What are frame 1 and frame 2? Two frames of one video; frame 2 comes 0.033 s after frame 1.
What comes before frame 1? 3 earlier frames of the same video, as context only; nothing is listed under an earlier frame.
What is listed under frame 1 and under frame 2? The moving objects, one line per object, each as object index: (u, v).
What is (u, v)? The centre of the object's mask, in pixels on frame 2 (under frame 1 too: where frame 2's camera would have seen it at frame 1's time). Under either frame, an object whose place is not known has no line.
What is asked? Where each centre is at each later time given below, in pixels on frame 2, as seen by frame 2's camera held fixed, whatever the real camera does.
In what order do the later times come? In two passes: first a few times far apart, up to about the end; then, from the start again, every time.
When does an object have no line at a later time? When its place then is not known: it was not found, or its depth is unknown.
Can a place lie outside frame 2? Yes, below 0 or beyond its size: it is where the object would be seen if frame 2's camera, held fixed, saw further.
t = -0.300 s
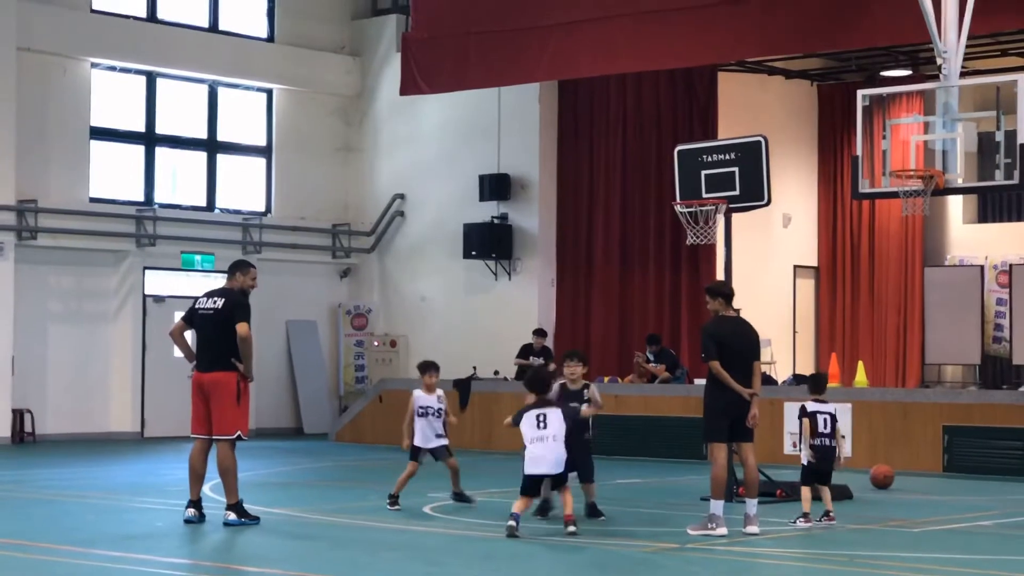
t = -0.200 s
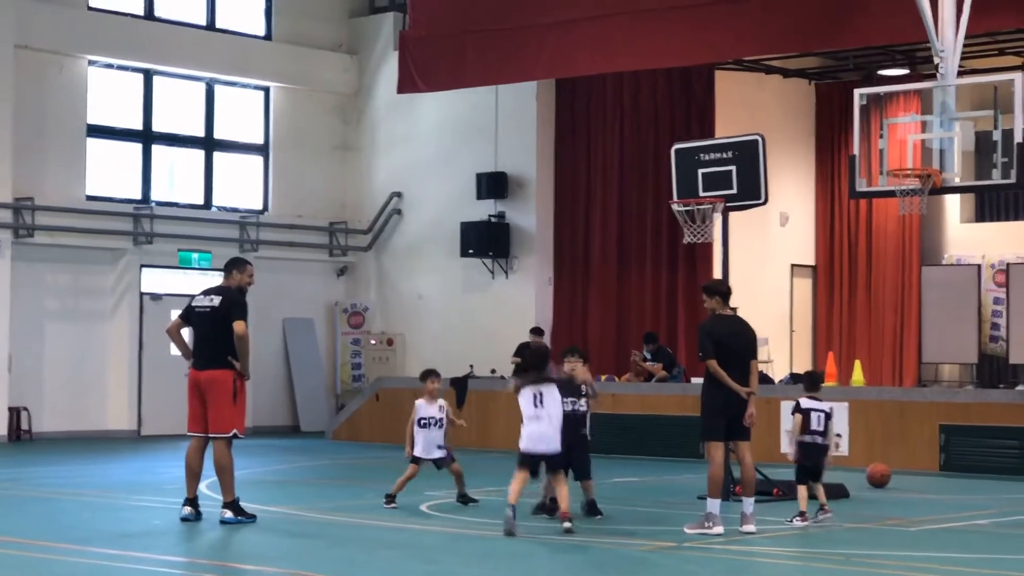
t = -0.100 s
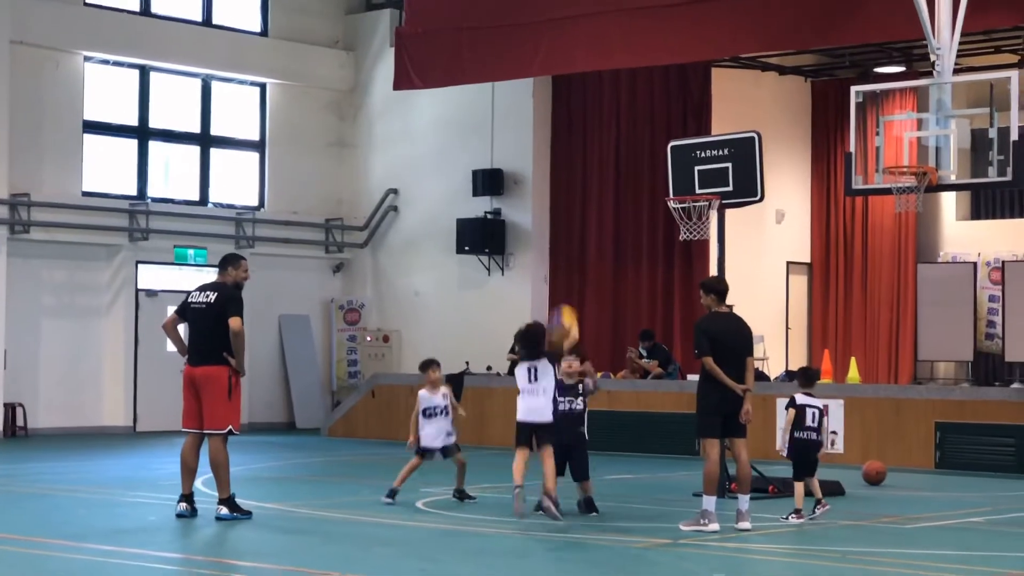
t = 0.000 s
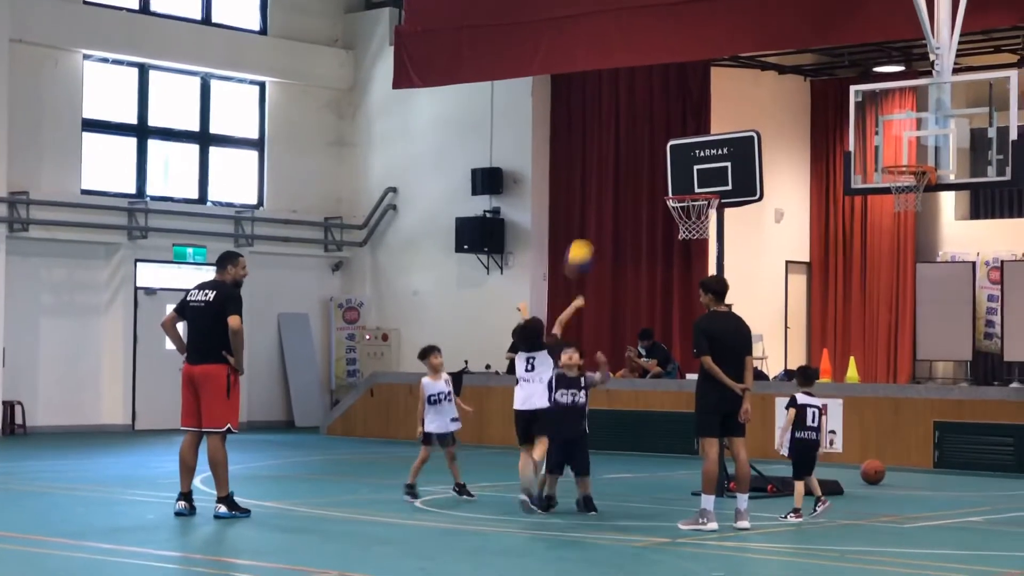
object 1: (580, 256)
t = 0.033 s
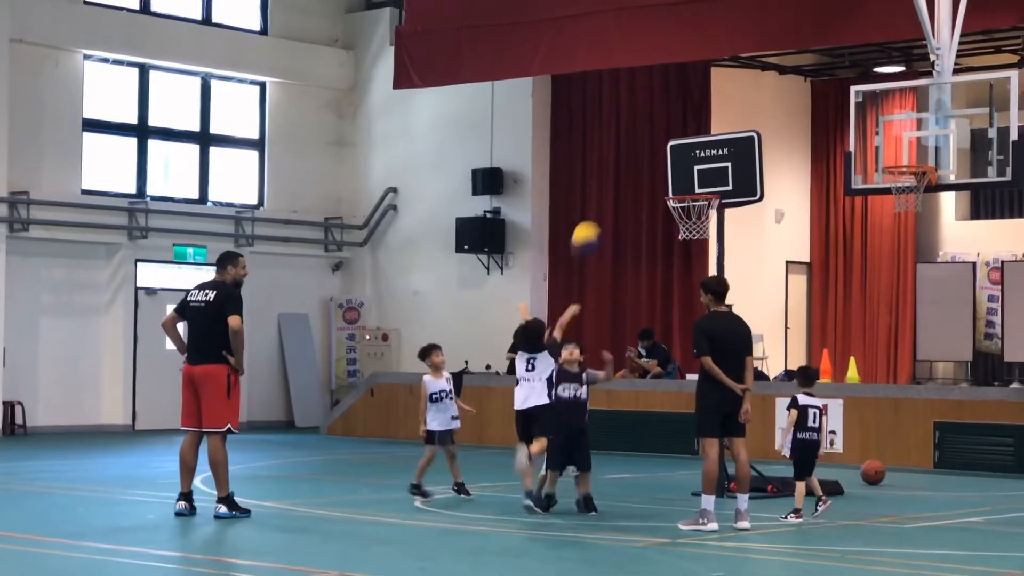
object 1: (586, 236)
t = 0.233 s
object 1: (621, 161)
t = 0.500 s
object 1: (662, 139)
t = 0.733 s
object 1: (694, 184)
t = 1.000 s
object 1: (711, 171)
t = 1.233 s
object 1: (724, 184)
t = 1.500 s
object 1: (733, 197)
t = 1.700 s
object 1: (741, 250)
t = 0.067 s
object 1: (592, 220)
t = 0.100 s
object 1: (599, 205)
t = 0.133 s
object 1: (604, 192)
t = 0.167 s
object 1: (609, 181)
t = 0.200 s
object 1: (615, 170)
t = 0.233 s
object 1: (621, 161)
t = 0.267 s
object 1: (626, 153)
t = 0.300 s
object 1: (632, 147)
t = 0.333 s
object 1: (637, 143)
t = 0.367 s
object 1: (642, 139)
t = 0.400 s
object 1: (648, 137)
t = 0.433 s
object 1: (653, 137)
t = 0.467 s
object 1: (657, 137)
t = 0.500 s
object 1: (662, 139)
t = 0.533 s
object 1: (667, 142)
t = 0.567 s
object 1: (672, 146)
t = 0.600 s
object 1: (677, 150)
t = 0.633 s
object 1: (683, 159)
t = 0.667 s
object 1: (686, 166)
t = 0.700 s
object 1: (691, 176)
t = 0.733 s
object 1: (694, 184)
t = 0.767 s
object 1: (696, 180)
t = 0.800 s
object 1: (699, 175)
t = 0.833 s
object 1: (701, 171)
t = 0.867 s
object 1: (703, 170)
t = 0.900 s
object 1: (705, 168)
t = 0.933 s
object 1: (707, 168)
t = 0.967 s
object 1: (709, 169)
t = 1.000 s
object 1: (711, 171)
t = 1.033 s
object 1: (713, 175)
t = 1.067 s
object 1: (716, 180)
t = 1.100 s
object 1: (717, 182)
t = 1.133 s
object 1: (718, 182)
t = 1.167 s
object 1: (720, 182)
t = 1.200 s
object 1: (722, 183)
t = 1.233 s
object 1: (724, 184)
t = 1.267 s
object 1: (727, 185)
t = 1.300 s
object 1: (727, 186)
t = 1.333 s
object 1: (728, 186)
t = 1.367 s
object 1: (728, 187)
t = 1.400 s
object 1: (730, 188)
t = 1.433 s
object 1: (731, 190)
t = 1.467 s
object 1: (732, 193)
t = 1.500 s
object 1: (733, 197)
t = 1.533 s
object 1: (735, 202)
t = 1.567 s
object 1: (736, 210)
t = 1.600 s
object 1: (737, 218)
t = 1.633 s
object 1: (739, 228)
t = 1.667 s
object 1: (739, 238)
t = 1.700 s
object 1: (741, 250)
